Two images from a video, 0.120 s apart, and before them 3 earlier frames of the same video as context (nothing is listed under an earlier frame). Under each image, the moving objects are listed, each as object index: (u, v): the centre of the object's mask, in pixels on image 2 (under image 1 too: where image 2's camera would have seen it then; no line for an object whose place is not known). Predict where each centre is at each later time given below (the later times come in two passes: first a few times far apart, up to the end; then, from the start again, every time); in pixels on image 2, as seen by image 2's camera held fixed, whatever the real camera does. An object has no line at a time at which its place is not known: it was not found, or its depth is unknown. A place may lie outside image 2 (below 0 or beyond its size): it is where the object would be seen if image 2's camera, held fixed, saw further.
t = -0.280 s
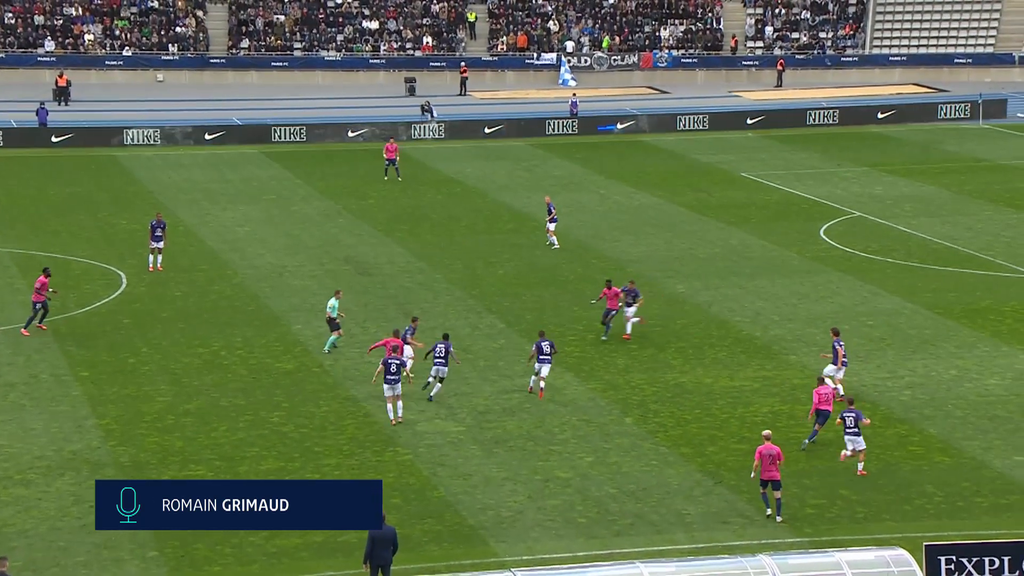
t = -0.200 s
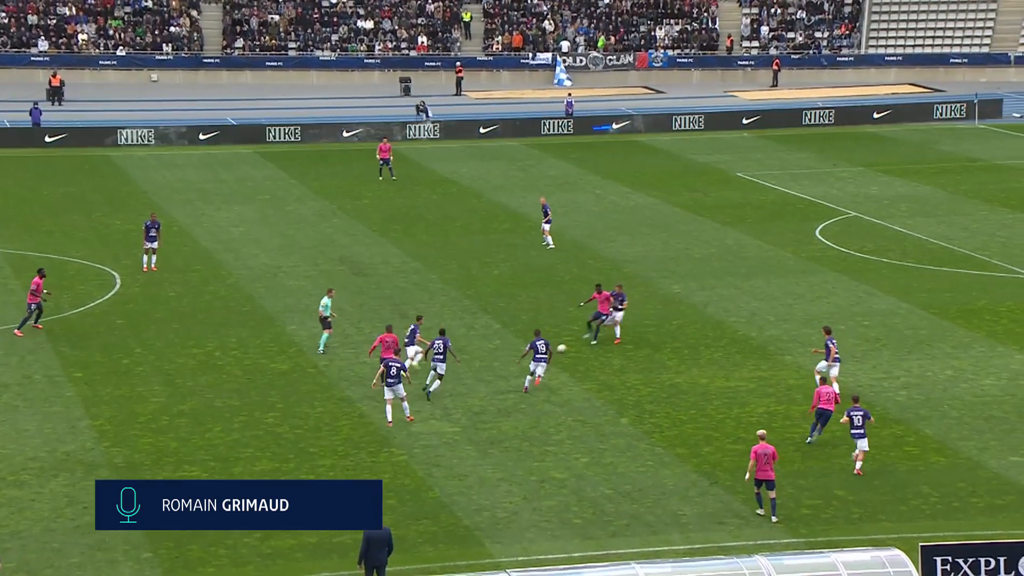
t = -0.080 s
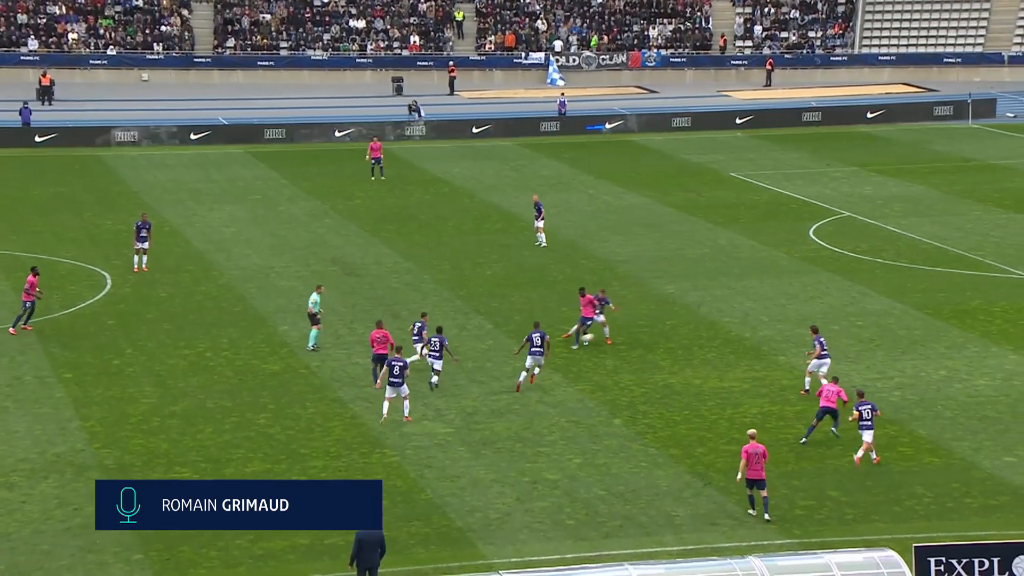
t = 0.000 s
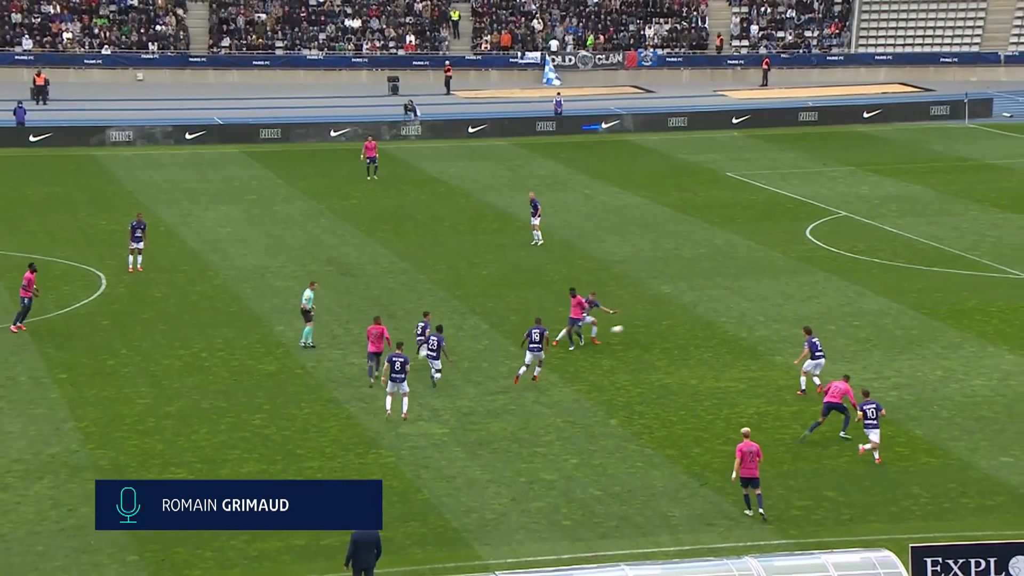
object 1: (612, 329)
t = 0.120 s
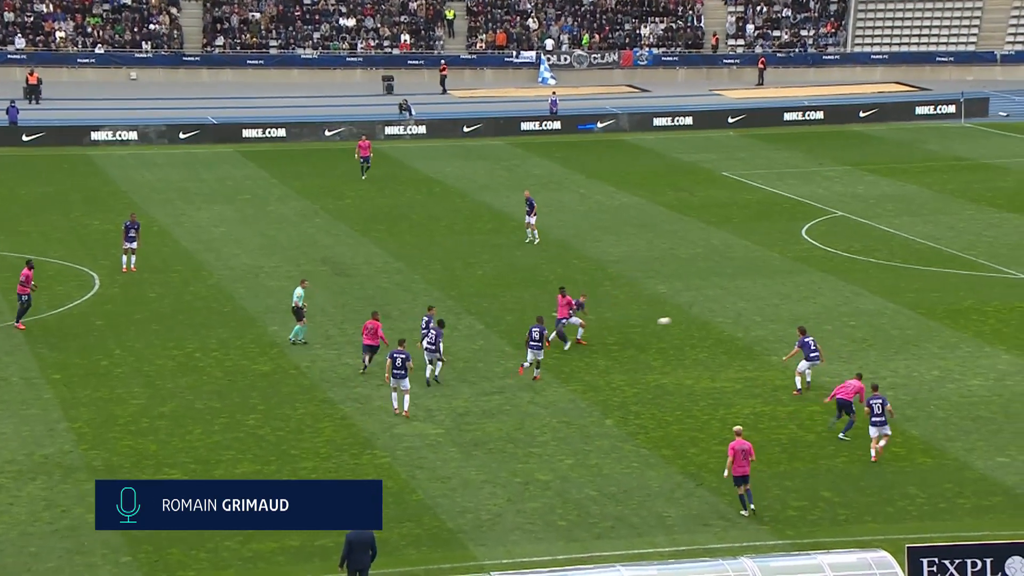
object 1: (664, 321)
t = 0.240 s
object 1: (718, 318)
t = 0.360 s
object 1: (773, 320)
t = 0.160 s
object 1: (682, 319)
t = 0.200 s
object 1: (699, 318)
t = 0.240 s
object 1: (718, 318)
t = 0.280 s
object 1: (736, 318)
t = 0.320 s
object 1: (755, 319)
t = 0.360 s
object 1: (773, 320)
